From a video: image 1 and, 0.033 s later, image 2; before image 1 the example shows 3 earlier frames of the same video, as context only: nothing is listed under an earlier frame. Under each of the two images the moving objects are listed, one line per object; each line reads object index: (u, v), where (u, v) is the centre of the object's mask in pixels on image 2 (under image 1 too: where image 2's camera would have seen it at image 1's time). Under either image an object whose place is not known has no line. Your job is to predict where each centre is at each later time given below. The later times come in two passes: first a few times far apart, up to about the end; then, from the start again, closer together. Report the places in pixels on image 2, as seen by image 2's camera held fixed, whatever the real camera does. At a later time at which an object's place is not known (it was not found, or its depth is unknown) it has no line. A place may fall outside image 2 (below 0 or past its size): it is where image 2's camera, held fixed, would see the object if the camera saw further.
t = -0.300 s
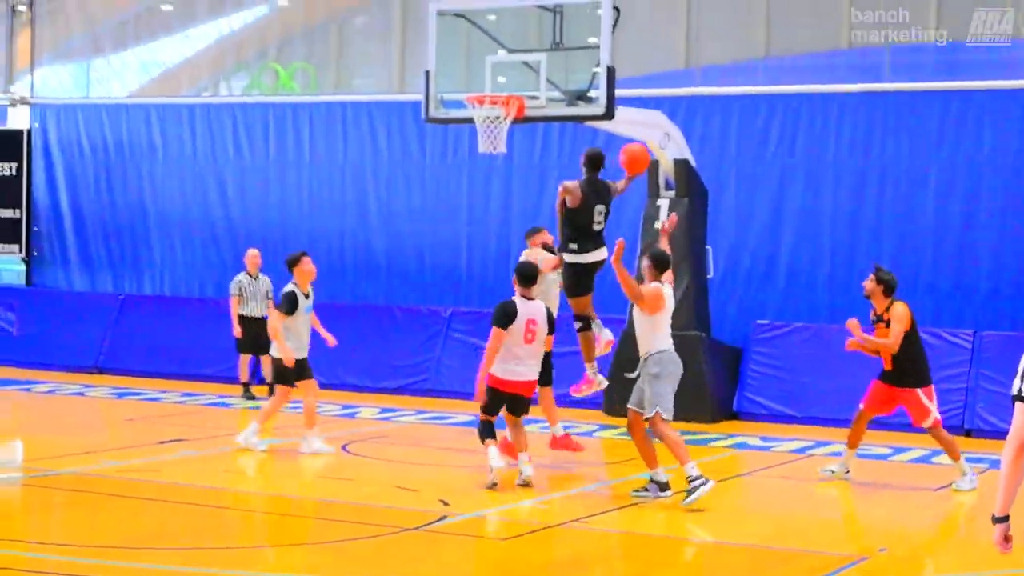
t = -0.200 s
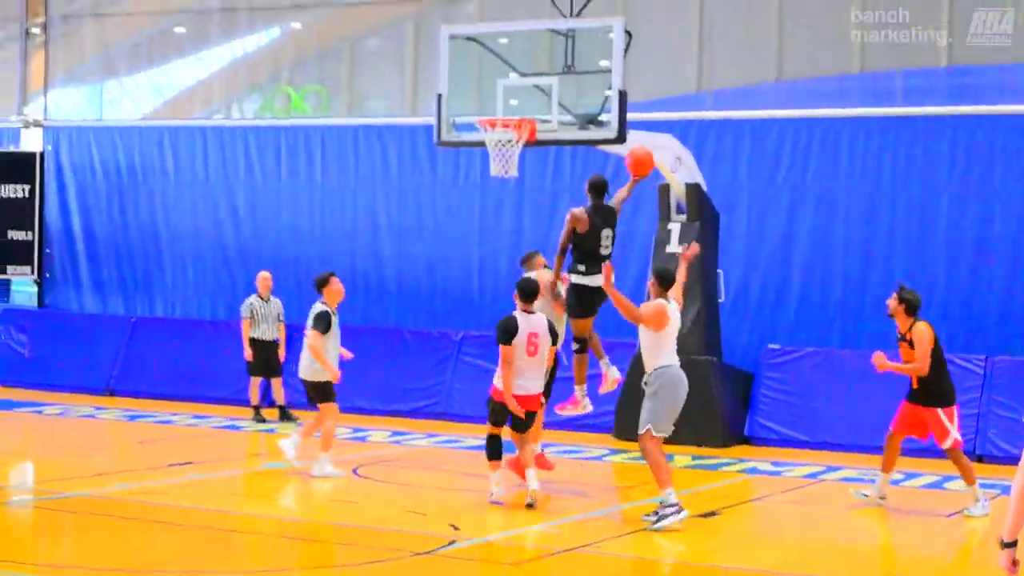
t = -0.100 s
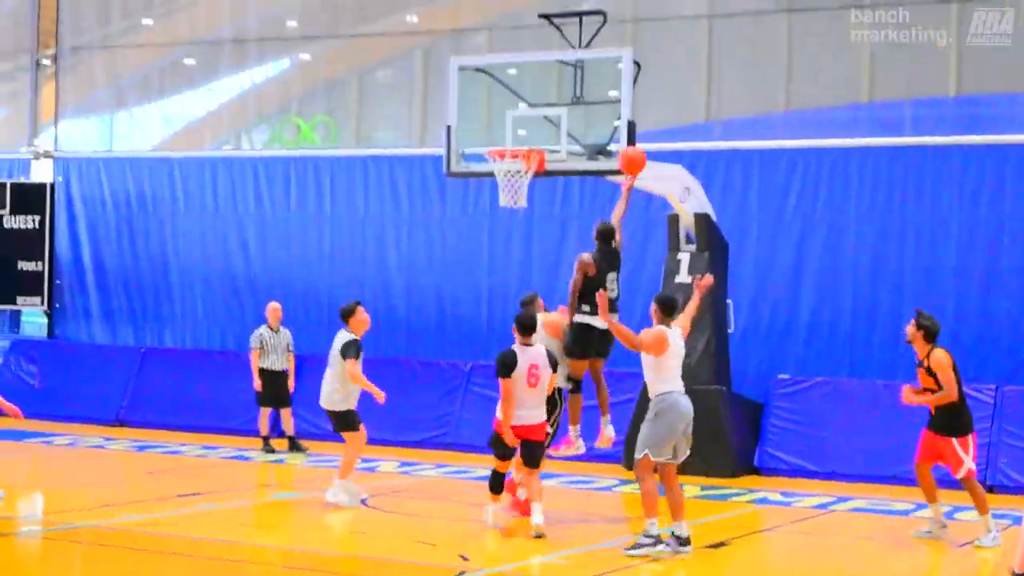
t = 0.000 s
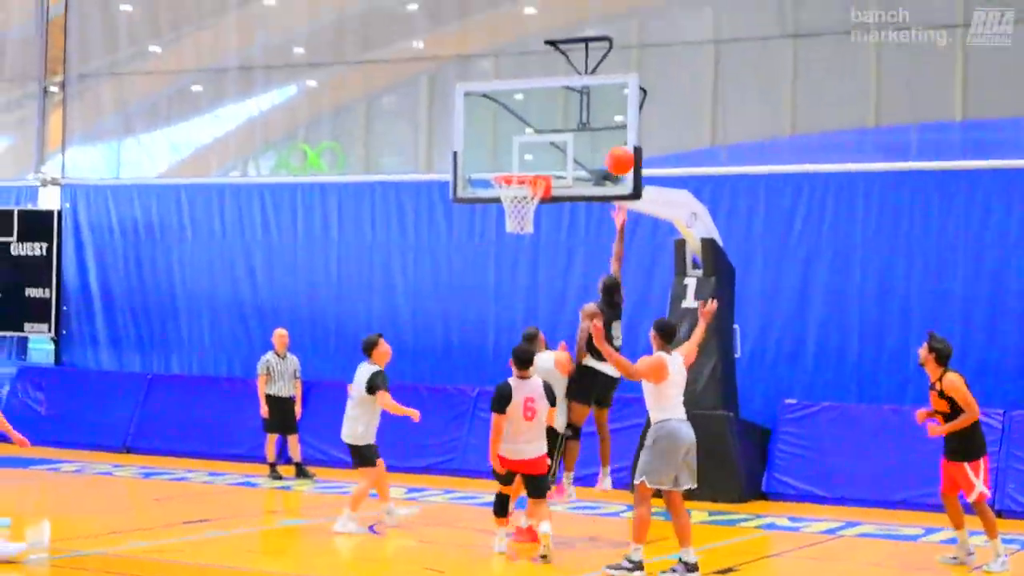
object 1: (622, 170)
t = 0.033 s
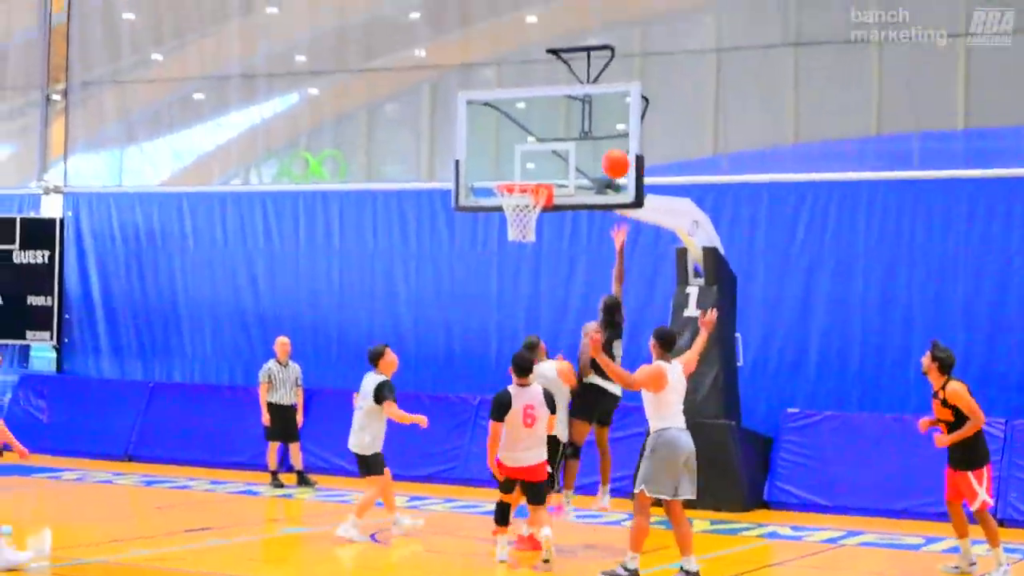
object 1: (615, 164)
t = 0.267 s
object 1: (573, 158)
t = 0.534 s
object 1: (541, 163)
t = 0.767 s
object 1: (524, 179)
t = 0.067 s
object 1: (609, 158)
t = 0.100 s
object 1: (603, 155)
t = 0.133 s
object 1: (597, 153)
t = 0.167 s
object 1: (591, 153)
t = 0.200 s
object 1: (586, 153)
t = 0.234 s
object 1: (579, 155)
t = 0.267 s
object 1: (573, 158)
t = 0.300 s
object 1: (567, 162)
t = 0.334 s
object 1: (561, 167)
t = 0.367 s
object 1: (556, 170)
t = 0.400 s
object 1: (551, 173)
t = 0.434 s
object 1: (548, 171)
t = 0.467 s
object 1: (545, 167)
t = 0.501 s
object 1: (543, 165)
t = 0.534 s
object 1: (541, 163)
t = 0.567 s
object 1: (538, 162)
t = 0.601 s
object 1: (536, 163)
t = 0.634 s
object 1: (533, 165)
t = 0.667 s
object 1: (531, 168)
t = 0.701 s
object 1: (529, 172)
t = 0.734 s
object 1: (527, 176)
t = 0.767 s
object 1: (524, 179)
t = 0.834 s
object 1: (518, 200)
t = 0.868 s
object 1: (517, 207)
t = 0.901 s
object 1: (512, 216)
